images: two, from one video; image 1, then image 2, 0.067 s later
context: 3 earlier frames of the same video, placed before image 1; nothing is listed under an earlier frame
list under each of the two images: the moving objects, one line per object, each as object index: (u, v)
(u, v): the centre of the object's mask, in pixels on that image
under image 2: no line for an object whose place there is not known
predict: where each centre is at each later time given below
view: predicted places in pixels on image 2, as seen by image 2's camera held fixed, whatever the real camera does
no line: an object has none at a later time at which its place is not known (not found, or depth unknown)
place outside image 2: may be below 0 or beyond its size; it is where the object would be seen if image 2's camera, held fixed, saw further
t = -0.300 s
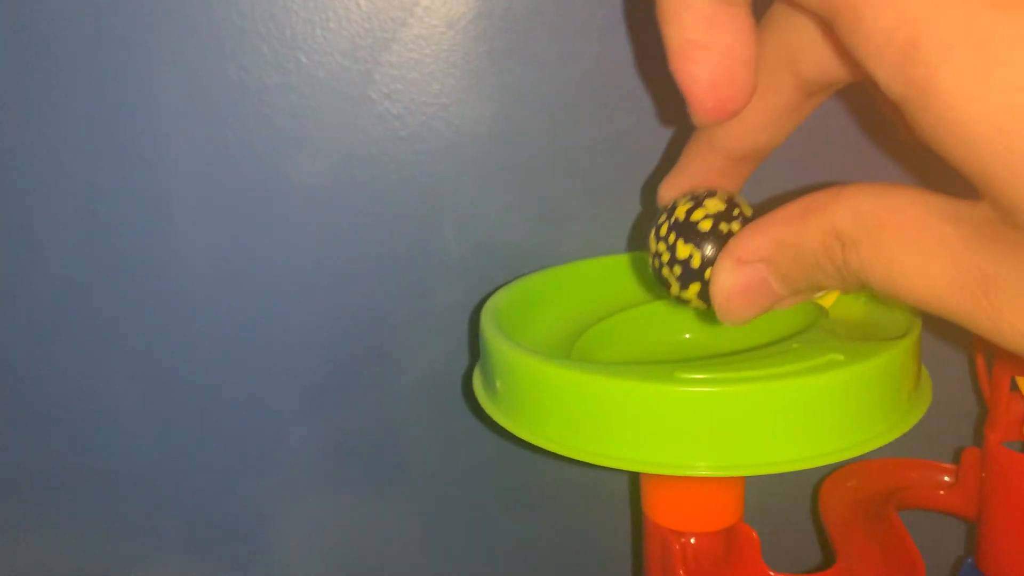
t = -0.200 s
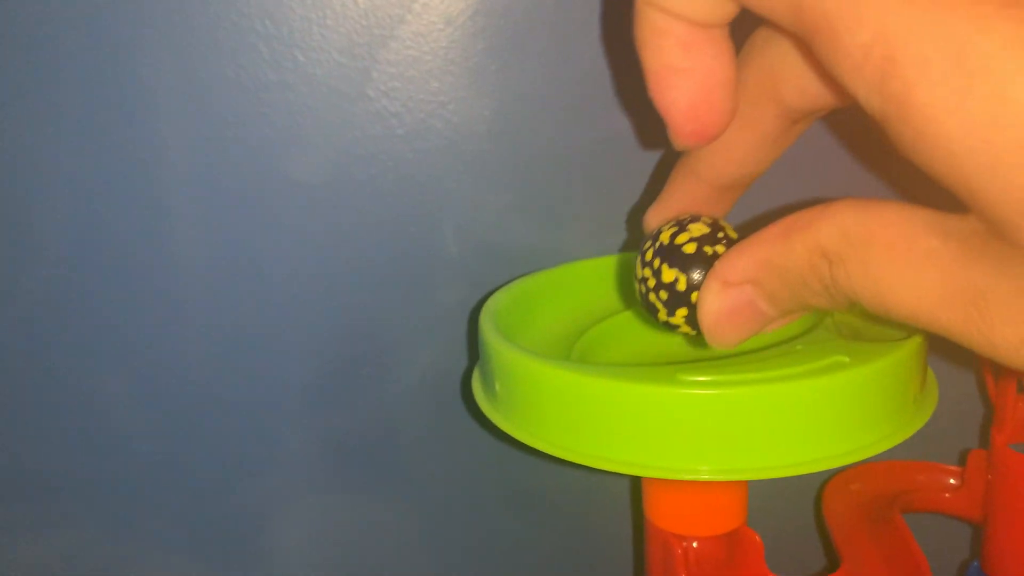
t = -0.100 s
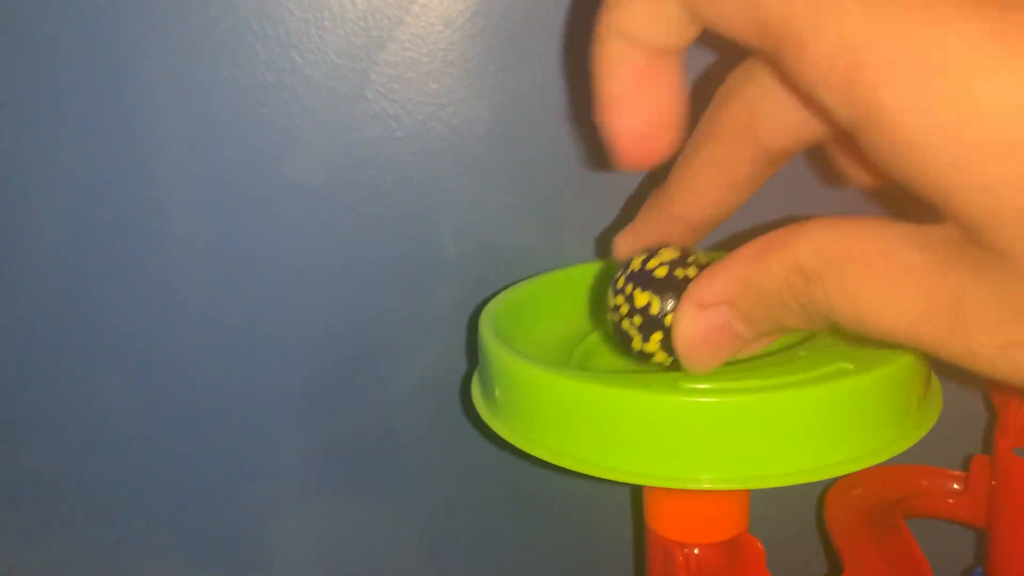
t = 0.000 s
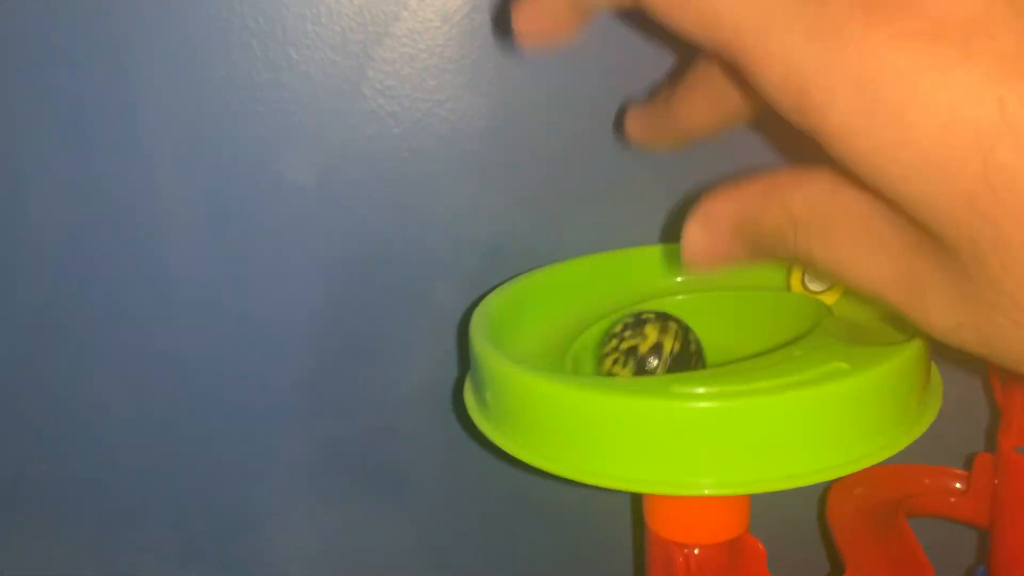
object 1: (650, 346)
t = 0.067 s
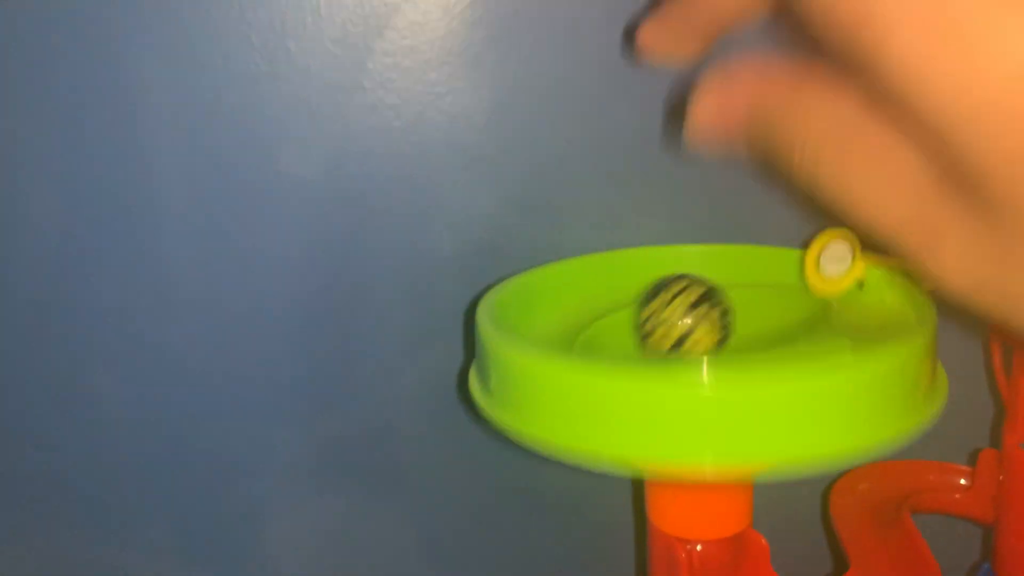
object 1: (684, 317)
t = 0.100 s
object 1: (702, 302)
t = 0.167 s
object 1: (729, 317)
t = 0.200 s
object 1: (735, 320)
